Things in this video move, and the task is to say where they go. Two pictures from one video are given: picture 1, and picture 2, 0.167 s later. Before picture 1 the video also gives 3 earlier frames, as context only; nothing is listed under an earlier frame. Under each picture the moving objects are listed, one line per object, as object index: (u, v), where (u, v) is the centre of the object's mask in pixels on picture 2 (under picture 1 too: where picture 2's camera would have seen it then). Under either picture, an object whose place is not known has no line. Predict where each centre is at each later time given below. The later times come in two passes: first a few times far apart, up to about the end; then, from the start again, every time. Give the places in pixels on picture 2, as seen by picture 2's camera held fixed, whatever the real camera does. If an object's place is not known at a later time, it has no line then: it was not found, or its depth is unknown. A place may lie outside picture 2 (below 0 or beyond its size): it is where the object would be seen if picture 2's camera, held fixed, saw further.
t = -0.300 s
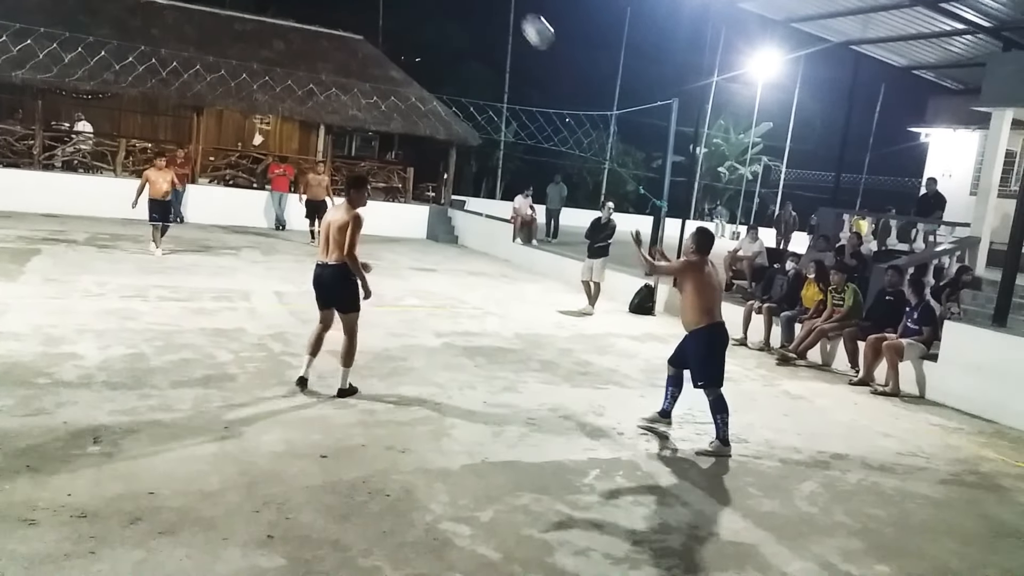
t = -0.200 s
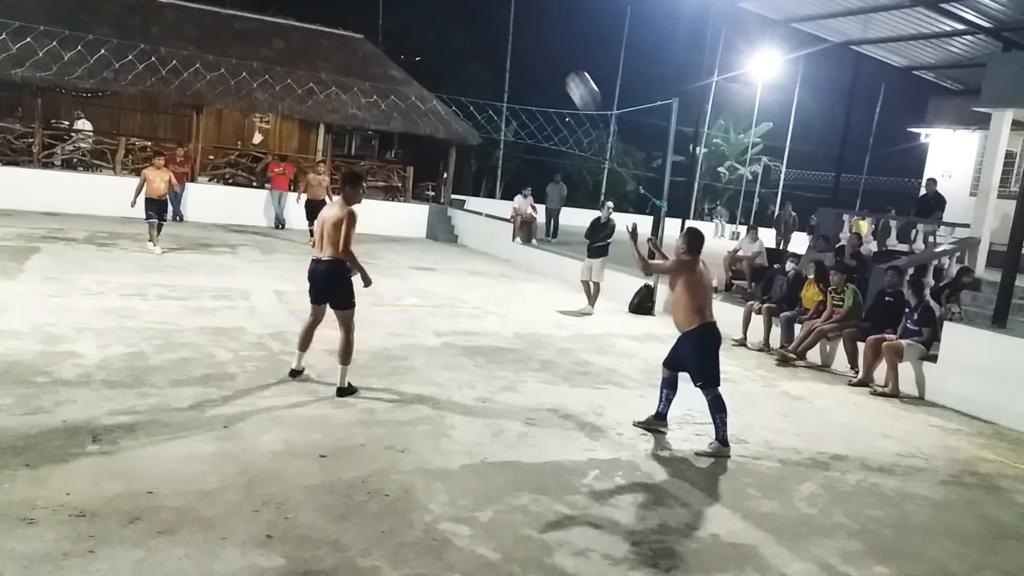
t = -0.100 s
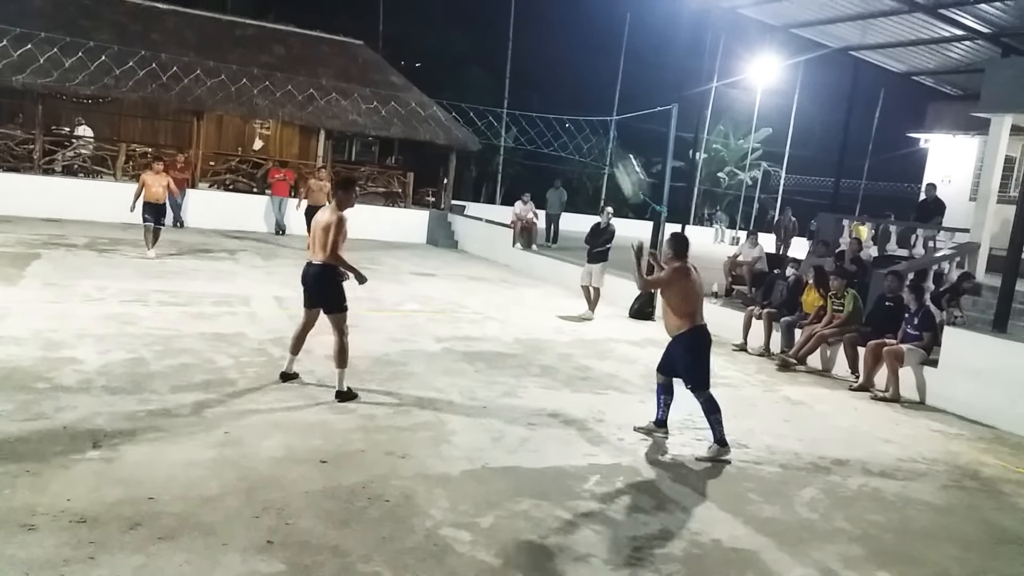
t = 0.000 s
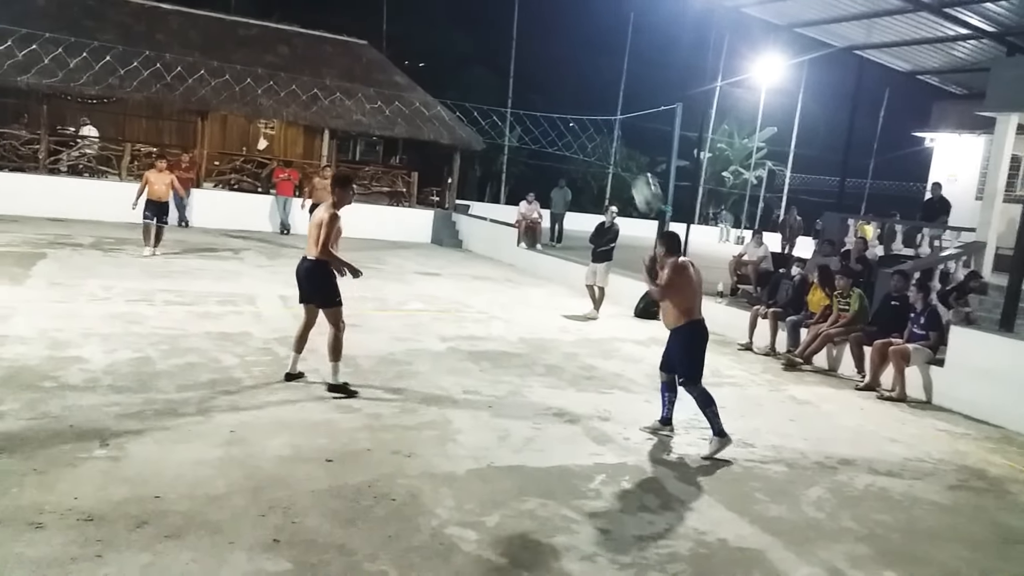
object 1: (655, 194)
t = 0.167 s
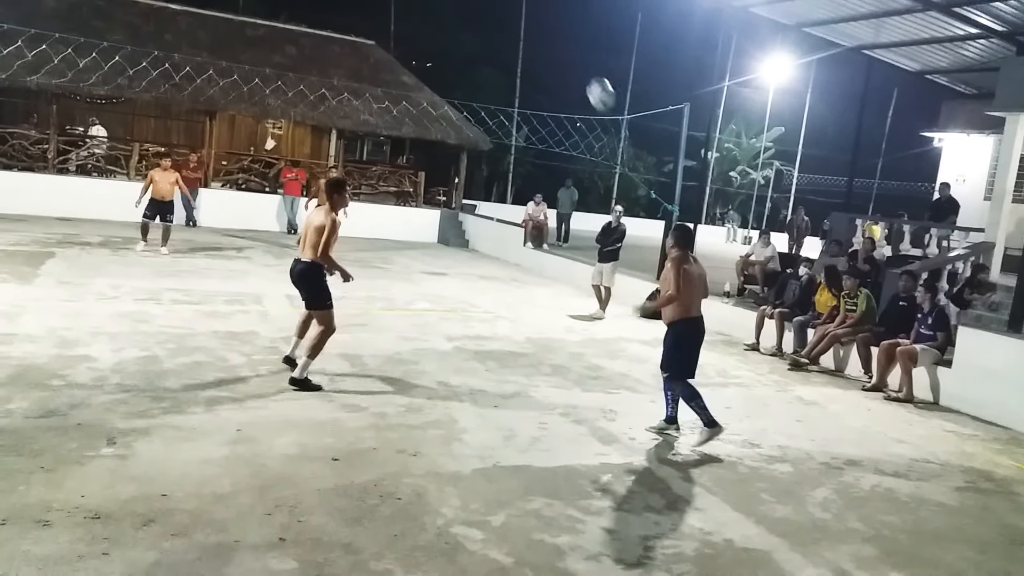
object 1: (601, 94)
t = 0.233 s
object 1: (581, 67)
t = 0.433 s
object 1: (529, 22)
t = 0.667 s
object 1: (478, 22)
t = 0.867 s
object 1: (440, 57)
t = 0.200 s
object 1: (591, 80)
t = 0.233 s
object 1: (581, 67)
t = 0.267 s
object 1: (572, 55)
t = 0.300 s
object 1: (563, 46)
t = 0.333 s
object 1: (554, 37)
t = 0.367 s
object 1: (546, 31)
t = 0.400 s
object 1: (538, 25)
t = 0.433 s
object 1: (529, 22)
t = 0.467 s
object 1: (521, 18)
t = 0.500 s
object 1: (514, 16)
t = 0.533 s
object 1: (507, 16)
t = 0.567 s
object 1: (499, 16)
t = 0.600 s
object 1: (492, 17)
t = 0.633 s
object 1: (485, 19)
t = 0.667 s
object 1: (478, 22)
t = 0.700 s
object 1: (471, 26)
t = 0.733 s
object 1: (465, 31)
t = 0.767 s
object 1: (458, 36)
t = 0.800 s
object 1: (452, 43)
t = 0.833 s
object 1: (446, 50)
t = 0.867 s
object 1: (440, 57)
